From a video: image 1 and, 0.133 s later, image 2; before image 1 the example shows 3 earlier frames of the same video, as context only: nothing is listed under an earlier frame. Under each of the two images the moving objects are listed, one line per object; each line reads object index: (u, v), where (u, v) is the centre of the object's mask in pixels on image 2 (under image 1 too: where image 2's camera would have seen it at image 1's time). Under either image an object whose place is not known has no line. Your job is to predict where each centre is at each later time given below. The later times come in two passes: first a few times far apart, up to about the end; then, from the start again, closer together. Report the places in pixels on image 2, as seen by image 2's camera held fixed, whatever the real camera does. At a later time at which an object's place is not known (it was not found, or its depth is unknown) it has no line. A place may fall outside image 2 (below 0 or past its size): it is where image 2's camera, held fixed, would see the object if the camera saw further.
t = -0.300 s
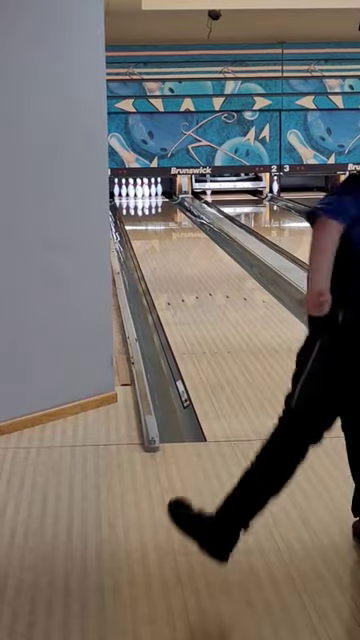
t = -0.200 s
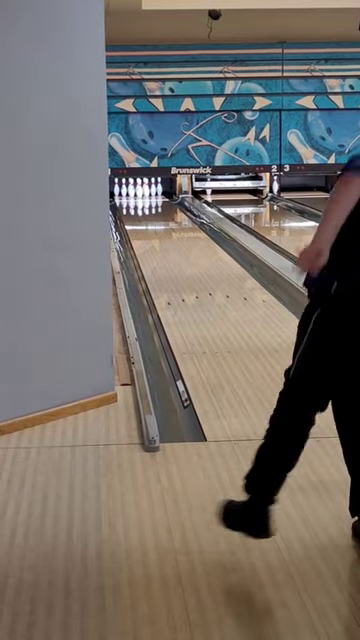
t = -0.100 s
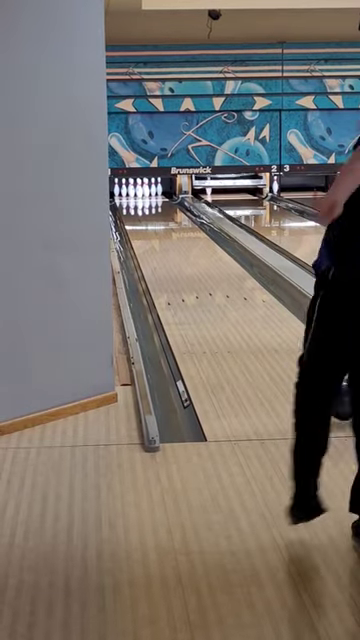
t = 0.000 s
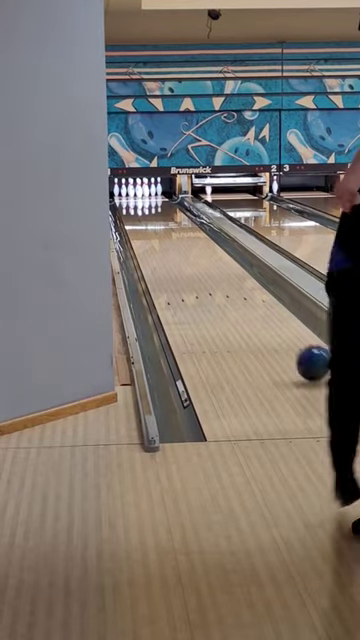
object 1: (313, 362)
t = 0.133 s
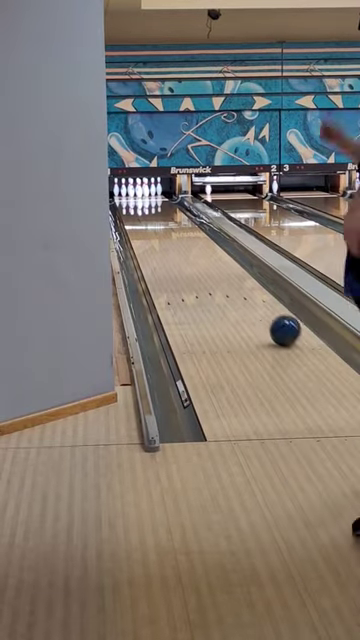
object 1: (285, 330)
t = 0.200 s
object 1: (273, 316)
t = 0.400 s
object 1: (246, 284)
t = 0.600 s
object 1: (226, 261)
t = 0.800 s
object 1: (211, 244)
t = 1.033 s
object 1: (196, 229)
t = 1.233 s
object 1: (186, 219)
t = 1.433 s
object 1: (176, 211)
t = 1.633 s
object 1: (167, 204)
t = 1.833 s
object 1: (159, 198)
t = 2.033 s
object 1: (150, 194)
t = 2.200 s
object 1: (146, 191)
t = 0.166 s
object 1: (279, 323)
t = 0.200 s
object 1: (273, 316)
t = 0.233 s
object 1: (268, 310)
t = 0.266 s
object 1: (263, 304)
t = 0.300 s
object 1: (258, 299)
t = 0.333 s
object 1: (254, 294)
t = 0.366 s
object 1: (249, 289)
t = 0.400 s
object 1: (246, 284)
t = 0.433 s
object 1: (242, 280)
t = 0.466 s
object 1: (238, 276)
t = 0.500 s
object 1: (235, 272)
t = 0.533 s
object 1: (232, 268)
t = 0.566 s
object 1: (229, 264)
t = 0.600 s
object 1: (226, 261)
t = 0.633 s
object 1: (223, 258)
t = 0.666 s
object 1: (220, 255)
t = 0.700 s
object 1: (218, 252)
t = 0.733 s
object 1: (216, 249)
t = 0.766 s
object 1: (213, 247)
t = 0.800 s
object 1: (211, 244)
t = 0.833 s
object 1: (208, 242)
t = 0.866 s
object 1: (206, 239)
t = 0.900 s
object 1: (204, 237)
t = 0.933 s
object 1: (202, 235)
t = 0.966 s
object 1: (200, 233)
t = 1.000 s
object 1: (198, 231)
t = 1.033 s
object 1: (196, 229)
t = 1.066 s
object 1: (194, 227)
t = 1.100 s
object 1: (193, 225)
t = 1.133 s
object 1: (191, 223)
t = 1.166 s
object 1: (189, 222)
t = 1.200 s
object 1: (188, 220)
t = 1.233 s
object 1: (186, 219)
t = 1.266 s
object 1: (184, 217)
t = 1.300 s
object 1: (183, 216)
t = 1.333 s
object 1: (181, 215)
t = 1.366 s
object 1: (180, 213)
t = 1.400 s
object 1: (178, 212)
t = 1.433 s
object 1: (176, 211)
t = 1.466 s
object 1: (175, 210)
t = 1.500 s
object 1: (174, 208)
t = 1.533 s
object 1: (172, 207)
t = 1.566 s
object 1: (171, 207)
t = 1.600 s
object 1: (169, 206)
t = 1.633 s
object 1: (167, 204)
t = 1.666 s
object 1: (165, 203)
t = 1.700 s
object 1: (164, 202)
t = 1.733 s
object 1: (163, 201)
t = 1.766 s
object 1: (161, 200)
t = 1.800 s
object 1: (160, 199)
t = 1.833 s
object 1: (159, 198)
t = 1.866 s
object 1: (157, 198)
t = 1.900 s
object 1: (156, 197)
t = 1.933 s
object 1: (154, 196)
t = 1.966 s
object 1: (153, 195)
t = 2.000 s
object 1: (152, 195)
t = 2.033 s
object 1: (150, 194)
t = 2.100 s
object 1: (146, 193)
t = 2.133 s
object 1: (146, 192)
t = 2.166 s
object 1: (146, 192)
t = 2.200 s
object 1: (146, 191)
